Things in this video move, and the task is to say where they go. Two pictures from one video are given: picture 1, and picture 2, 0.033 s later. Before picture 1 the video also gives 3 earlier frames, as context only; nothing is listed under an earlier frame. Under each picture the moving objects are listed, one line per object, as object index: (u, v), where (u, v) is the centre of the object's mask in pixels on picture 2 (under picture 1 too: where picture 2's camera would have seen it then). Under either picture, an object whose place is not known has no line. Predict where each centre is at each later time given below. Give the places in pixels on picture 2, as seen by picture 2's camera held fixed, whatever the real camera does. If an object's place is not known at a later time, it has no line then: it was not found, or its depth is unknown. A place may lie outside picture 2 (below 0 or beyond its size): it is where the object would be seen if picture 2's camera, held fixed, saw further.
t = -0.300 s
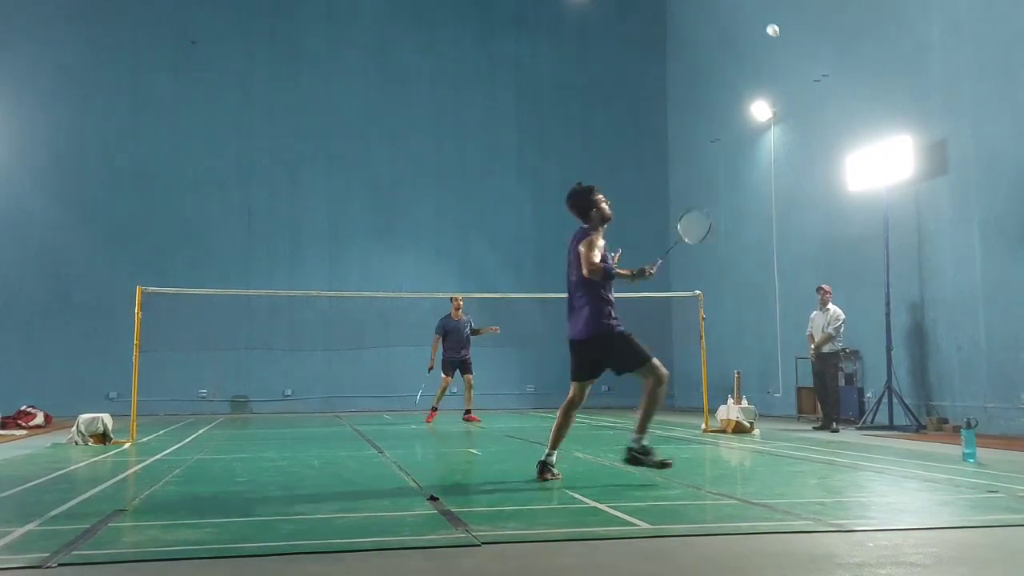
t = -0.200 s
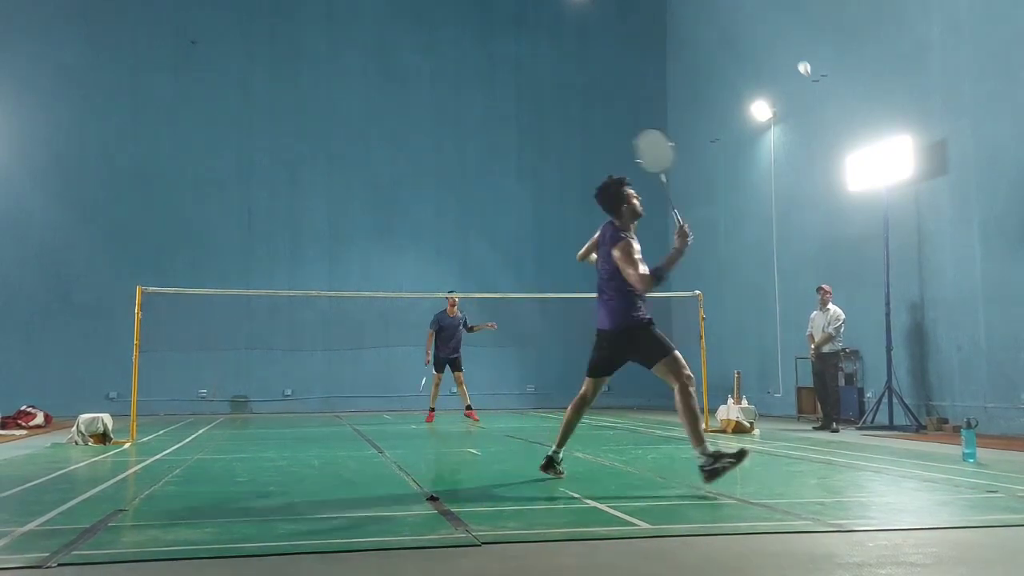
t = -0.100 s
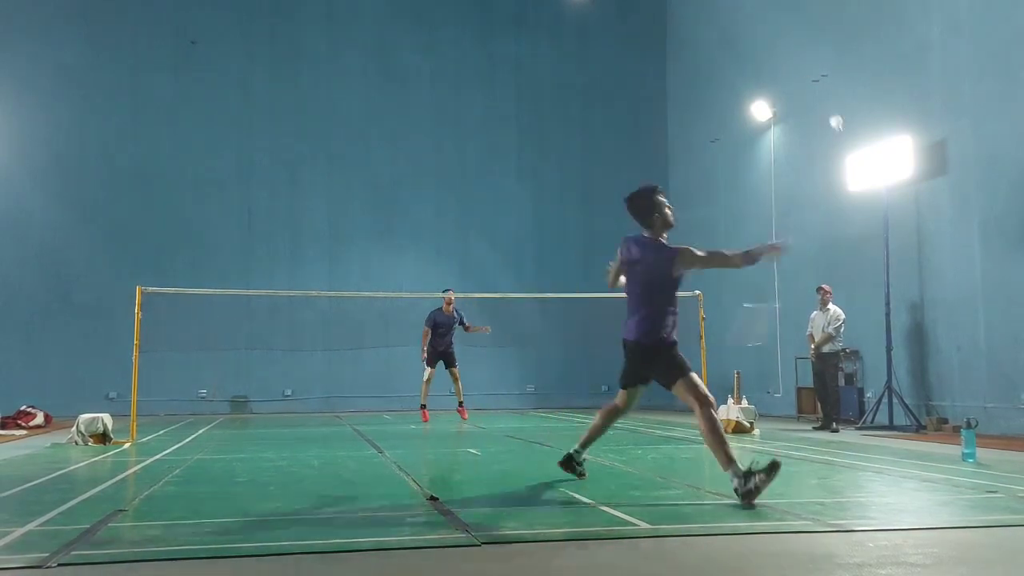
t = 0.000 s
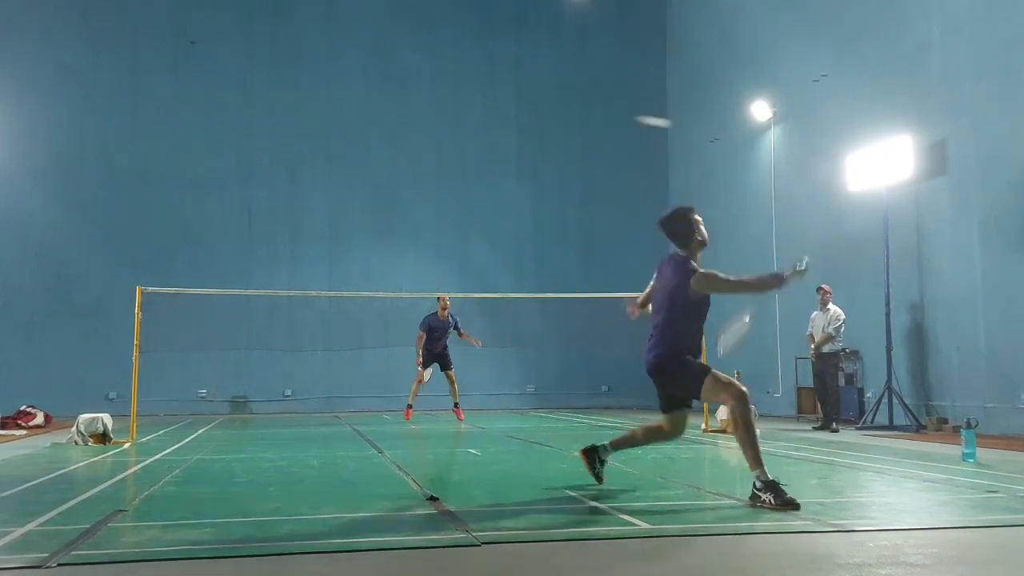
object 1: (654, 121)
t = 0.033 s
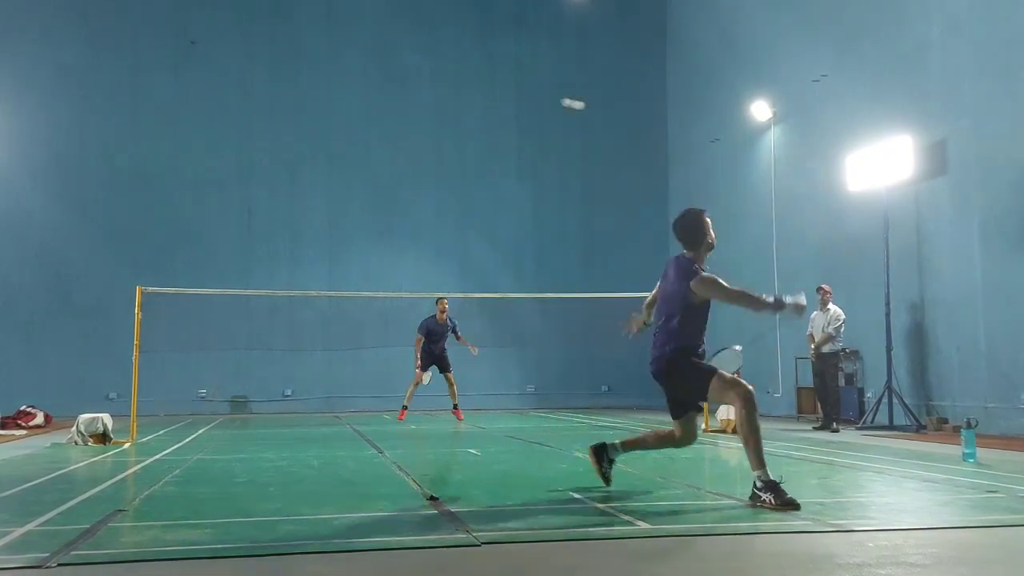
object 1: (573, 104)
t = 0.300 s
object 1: (383, 79)
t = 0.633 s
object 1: (324, 122)
